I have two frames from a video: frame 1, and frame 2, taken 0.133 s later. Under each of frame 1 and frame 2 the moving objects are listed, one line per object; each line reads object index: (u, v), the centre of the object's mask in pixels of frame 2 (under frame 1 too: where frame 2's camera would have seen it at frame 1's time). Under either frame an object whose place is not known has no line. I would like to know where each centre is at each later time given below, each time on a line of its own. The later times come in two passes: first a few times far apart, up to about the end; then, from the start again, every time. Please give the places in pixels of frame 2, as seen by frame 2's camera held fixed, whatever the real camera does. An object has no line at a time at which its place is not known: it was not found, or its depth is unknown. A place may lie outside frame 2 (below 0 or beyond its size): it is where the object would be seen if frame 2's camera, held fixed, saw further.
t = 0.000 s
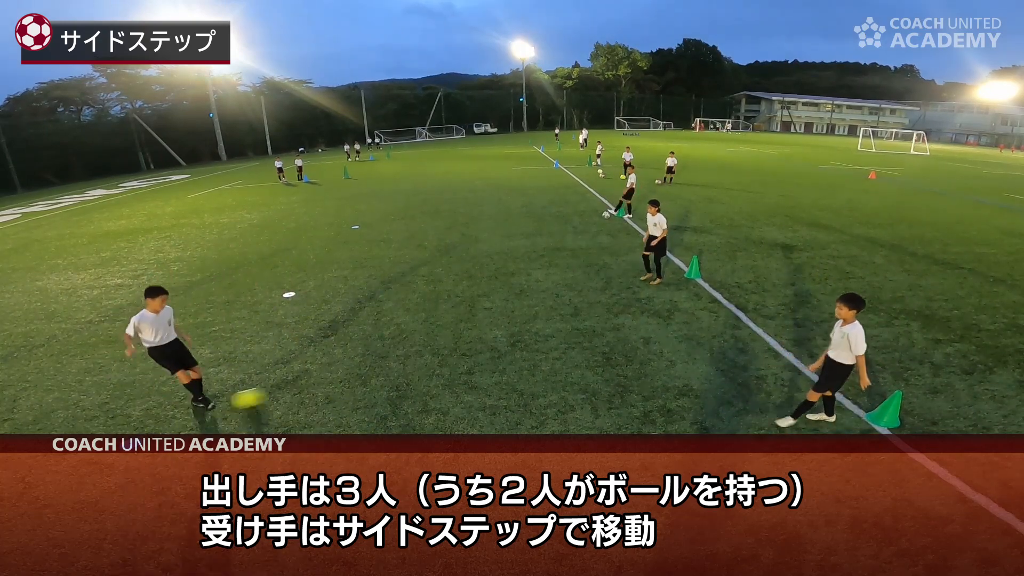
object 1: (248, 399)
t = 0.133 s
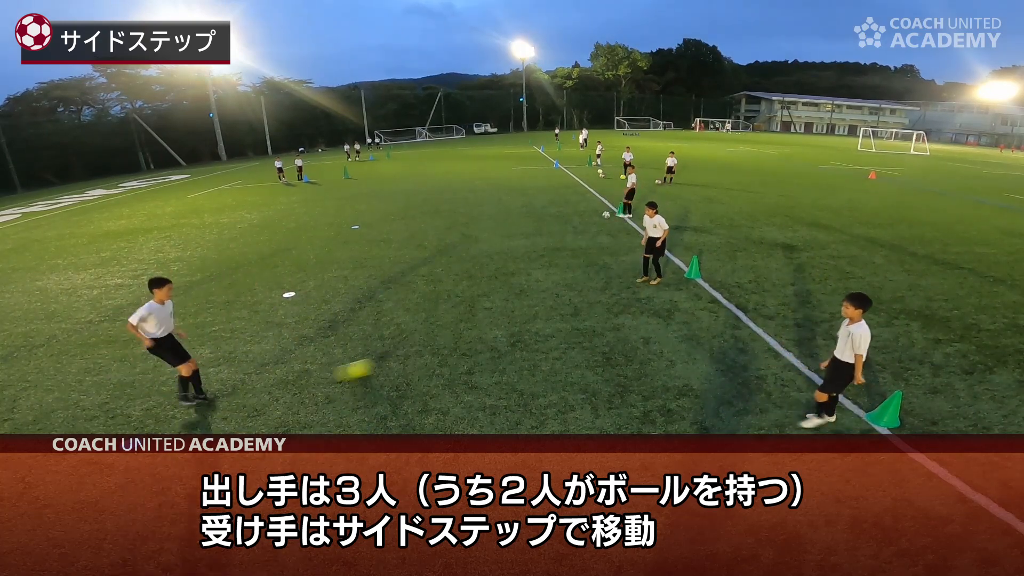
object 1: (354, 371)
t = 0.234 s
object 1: (418, 352)
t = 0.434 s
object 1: (513, 324)
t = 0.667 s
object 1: (584, 300)
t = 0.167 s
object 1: (380, 364)
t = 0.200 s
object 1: (400, 358)
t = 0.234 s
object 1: (418, 352)
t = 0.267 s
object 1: (438, 347)
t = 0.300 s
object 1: (455, 341)
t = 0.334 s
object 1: (470, 337)
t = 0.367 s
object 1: (487, 332)
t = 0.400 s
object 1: (501, 328)
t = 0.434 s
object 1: (513, 324)
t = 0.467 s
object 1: (525, 320)
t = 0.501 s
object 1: (538, 316)
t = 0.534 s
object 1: (548, 312)
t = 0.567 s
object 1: (557, 309)
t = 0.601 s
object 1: (567, 306)
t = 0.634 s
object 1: (576, 303)
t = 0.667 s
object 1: (584, 300)
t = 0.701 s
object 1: (592, 297)
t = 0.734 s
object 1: (600, 295)
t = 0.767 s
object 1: (607, 292)
